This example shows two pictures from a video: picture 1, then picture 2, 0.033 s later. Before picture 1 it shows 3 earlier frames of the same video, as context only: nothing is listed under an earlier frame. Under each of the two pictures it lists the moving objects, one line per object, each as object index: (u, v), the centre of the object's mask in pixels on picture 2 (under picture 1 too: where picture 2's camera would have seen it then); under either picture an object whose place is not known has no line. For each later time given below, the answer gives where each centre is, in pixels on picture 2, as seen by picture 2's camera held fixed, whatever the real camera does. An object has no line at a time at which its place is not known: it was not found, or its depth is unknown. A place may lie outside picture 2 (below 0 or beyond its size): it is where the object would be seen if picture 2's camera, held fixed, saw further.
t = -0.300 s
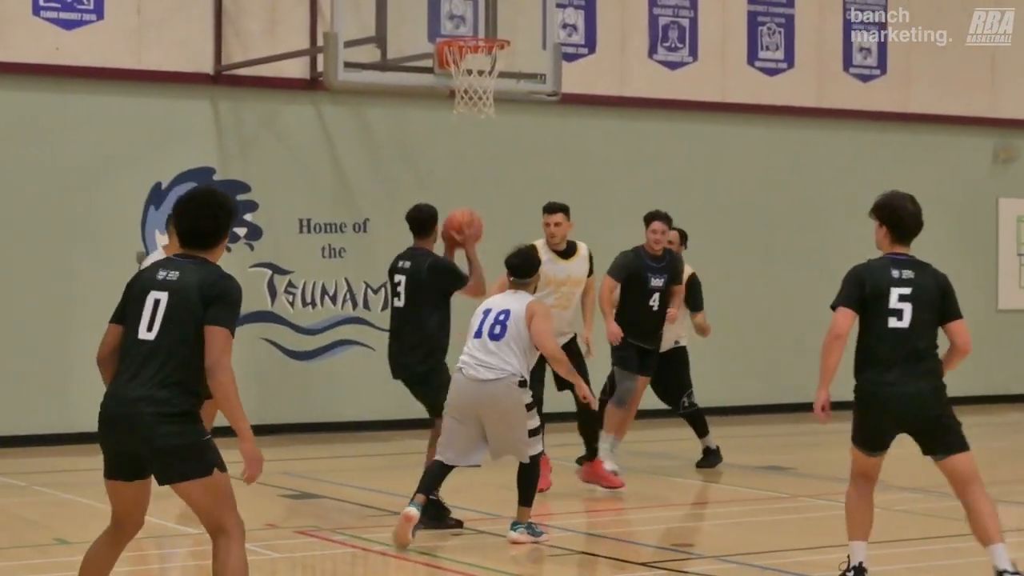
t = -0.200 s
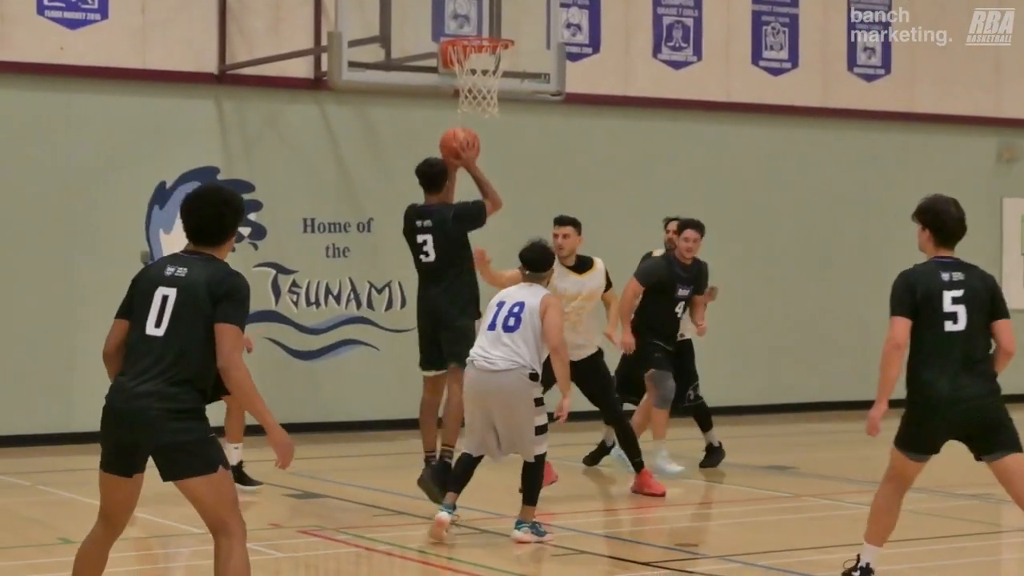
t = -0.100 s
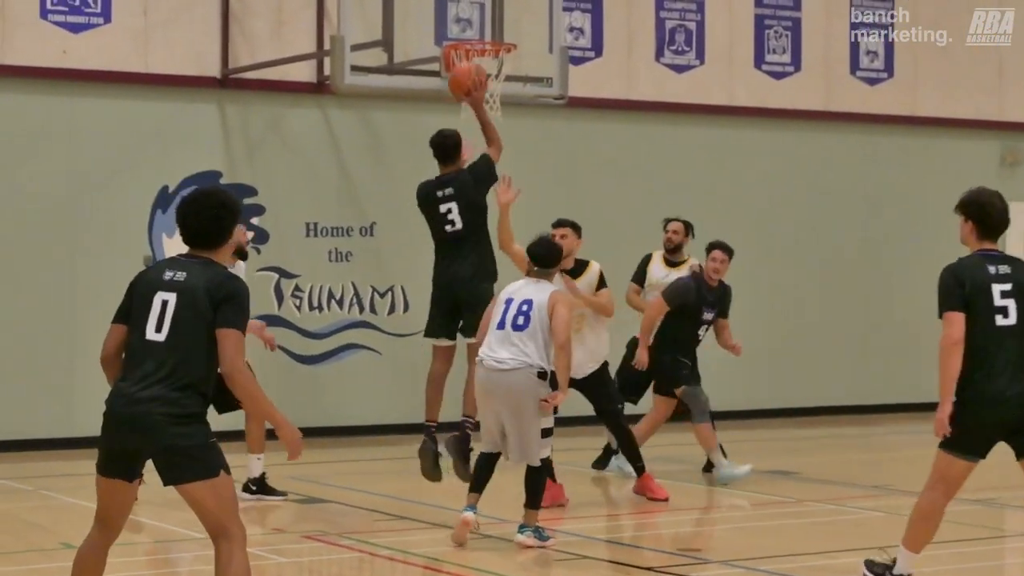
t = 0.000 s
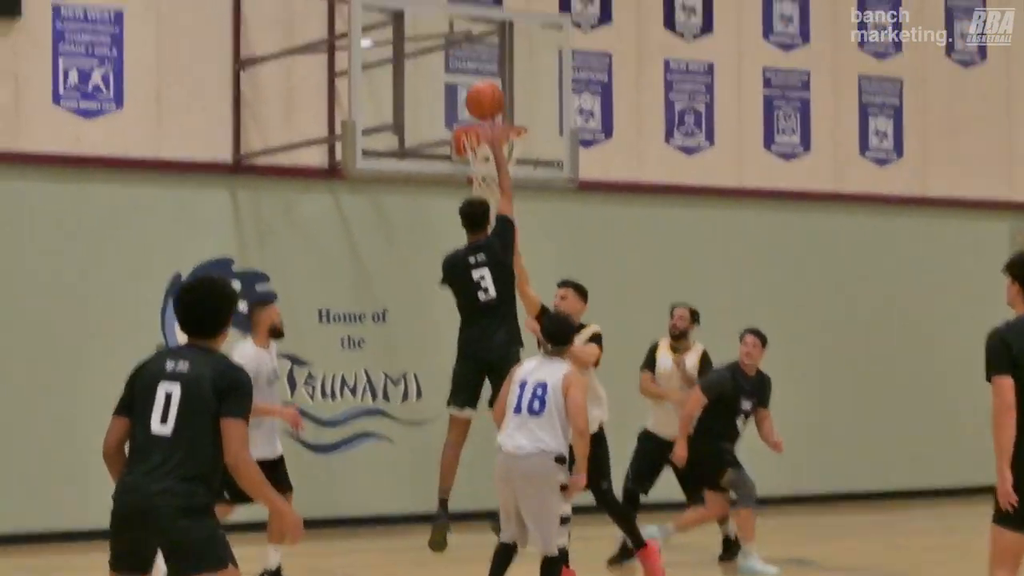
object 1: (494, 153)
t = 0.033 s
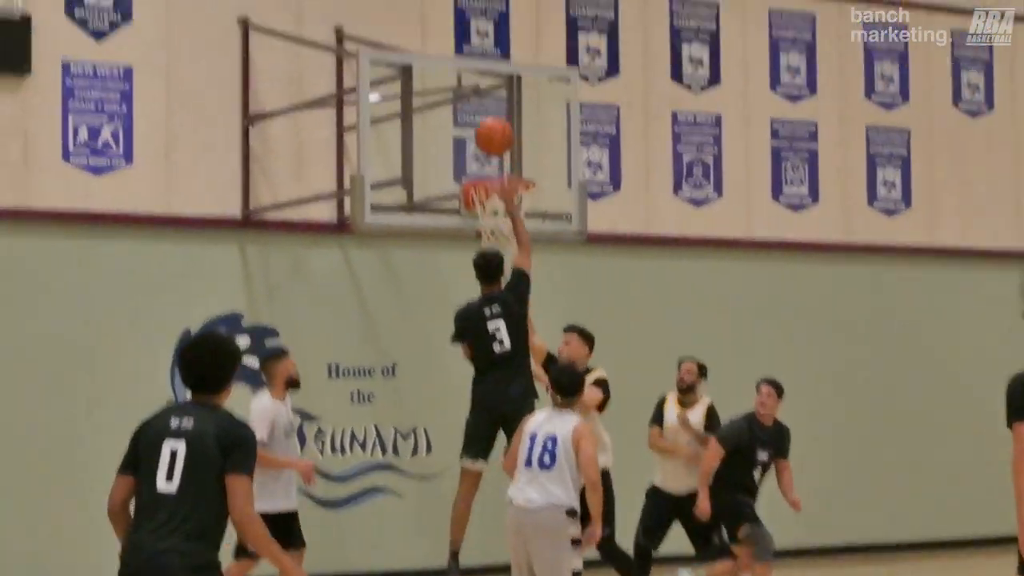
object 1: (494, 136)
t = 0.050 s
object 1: (494, 128)
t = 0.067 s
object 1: (495, 120)
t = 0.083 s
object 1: (495, 113)
